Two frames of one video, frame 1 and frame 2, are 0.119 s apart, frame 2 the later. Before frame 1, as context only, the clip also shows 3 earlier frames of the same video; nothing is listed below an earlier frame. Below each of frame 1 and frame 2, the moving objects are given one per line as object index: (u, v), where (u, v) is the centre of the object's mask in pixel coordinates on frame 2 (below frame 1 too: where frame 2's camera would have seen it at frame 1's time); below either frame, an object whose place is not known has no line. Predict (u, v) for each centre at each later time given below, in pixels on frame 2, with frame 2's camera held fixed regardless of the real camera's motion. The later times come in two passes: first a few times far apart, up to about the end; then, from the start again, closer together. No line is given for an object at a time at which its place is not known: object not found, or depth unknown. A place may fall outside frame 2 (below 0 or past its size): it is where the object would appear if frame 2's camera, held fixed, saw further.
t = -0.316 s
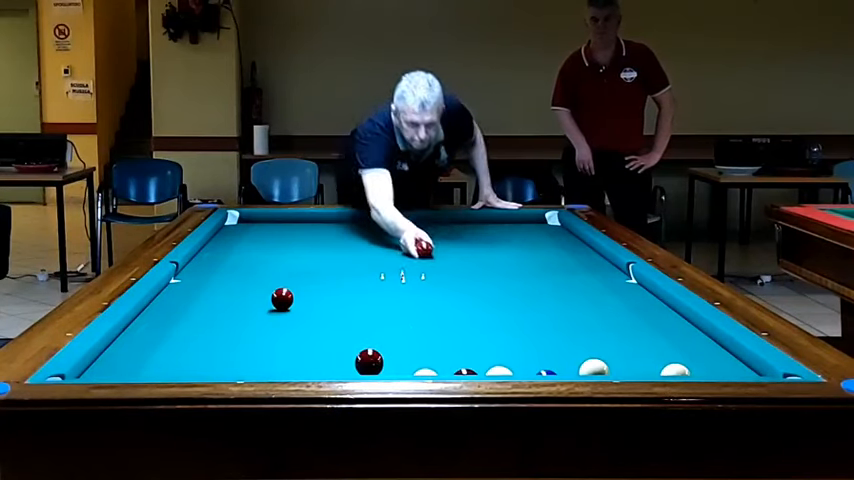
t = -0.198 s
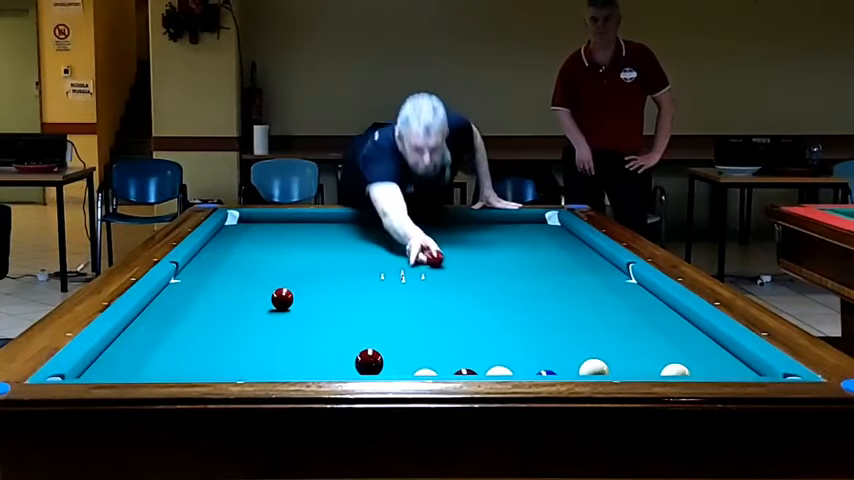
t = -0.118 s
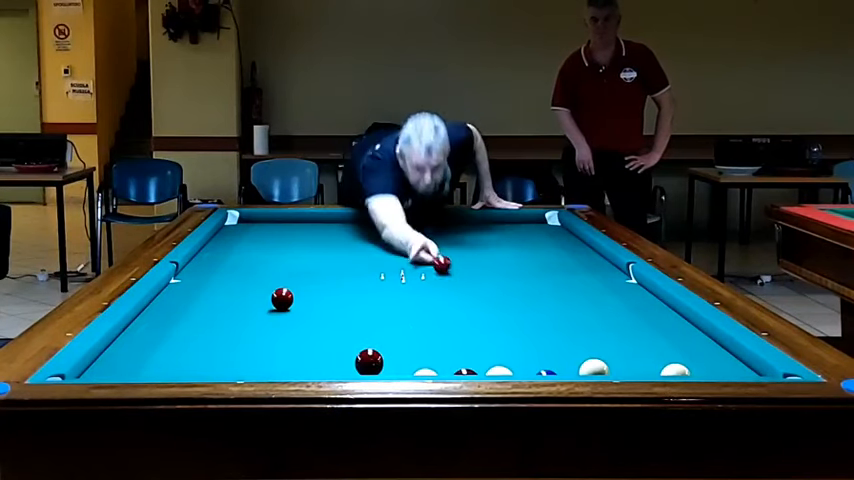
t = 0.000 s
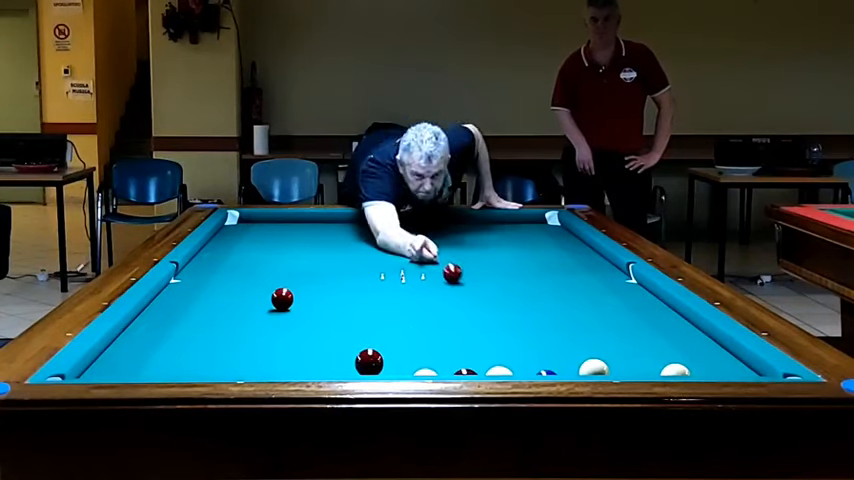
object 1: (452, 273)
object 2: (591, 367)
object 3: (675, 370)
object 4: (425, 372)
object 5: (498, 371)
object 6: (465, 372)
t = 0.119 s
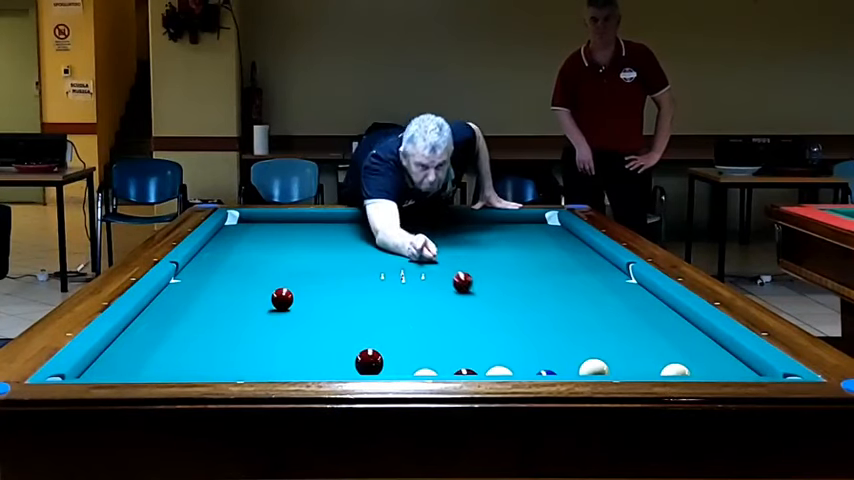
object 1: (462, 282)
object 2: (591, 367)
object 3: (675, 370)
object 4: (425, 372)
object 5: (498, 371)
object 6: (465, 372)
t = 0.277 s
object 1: (477, 294)
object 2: (591, 367)
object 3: (675, 370)
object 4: (425, 373)
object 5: (498, 371)
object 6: (465, 372)
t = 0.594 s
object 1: (512, 324)
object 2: (591, 367)
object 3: (675, 370)
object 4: (425, 373)
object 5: (498, 371)
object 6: (465, 372)
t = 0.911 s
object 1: (557, 360)
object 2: (592, 367)
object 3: (675, 370)
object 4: (425, 372)
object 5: (498, 371)
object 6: (465, 372)
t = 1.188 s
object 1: (560, 368)
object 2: (655, 373)
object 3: (676, 370)
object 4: (425, 373)
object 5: (493, 371)
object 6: (458, 372)
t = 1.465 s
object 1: (578, 370)
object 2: (678, 373)
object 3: (694, 366)
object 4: (398, 372)
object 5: (490, 370)
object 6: (453, 372)
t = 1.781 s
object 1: (598, 372)
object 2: (698, 372)
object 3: (712, 362)
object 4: (370, 373)
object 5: (487, 369)
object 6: (450, 371)
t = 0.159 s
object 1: (466, 285)
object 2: (591, 367)
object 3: (675, 370)
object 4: (425, 373)
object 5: (498, 371)
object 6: (465, 372)
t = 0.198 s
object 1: (469, 288)
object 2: (591, 367)
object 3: (675, 370)
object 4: (425, 373)
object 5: (498, 371)
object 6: (465, 372)
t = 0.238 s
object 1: (473, 291)
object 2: (591, 367)
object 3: (675, 370)
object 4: (425, 373)
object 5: (498, 371)
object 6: (465, 372)
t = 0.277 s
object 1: (477, 294)
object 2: (591, 367)
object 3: (675, 370)
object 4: (425, 373)
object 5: (498, 371)
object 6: (465, 372)
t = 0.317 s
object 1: (481, 298)
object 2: (591, 367)
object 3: (675, 370)
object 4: (425, 373)
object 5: (498, 371)
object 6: (465, 372)
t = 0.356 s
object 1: (485, 301)
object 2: (591, 367)
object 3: (675, 370)
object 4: (425, 373)
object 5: (498, 371)
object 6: (465, 372)
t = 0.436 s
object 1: (493, 308)
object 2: (591, 367)
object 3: (675, 370)
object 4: (425, 373)
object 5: (498, 371)
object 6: (465, 372)
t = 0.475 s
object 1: (498, 312)
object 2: (591, 367)
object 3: (675, 370)
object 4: (425, 372)
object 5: (499, 371)
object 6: (465, 372)
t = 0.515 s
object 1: (502, 316)
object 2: (591, 367)
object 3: (675, 370)
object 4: (425, 373)
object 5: (498, 371)
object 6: (465, 372)
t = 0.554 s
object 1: (507, 320)
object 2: (591, 367)
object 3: (675, 370)
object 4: (425, 373)
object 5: (498, 371)
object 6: (465, 372)
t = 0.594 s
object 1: (512, 324)
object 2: (591, 367)
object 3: (675, 370)
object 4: (425, 373)
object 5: (498, 371)
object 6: (465, 372)
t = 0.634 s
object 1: (517, 328)
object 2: (591, 367)
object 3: (675, 370)
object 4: (425, 373)
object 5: (499, 371)
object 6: (465, 372)
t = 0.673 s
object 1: (522, 333)
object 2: (591, 367)
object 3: (675, 370)
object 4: (425, 373)
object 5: (499, 371)
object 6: (465, 372)
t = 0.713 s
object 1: (528, 337)
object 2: (591, 367)
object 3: (675, 370)
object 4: (425, 373)
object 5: (499, 371)
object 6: (465, 372)
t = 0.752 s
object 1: (533, 342)
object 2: (591, 367)
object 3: (675, 370)
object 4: (425, 373)
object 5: (499, 371)
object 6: (465, 372)
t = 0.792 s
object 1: (539, 347)
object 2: (591, 367)
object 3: (675, 370)
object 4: (425, 373)
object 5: (498, 371)
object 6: (465, 372)
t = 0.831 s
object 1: (545, 351)
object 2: (592, 367)
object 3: (675, 370)
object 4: (425, 373)
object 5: (498, 371)
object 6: (465, 372)
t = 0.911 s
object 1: (557, 360)
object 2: (592, 367)
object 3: (675, 370)
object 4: (425, 372)
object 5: (498, 371)
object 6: (465, 372)
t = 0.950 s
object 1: (564, 363)
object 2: (592, 367)
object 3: (675, 370)
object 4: (425, 373)
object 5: (498, 371)
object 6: (465, 372)
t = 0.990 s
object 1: (563, 366)
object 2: (601, 368)
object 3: (675, 370)
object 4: (425, 372)
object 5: (498, 371)
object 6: (465, 372)
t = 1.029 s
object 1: (557, 368)
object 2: (615, 369)
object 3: (675, 370)
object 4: (425, 373)
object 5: (498, 371)
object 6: (465, 372)
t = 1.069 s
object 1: (555, 368)
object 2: (628, 370)
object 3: (675, 370)
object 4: (425, 372)
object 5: (499, 371)
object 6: (465, 372)
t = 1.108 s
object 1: (554, 368)
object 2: (639, 371)
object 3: (675, 370)
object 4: (425, 373)
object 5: (498, 371)
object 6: (465, 372)
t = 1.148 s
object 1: (557, 368)
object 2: (648, 372)
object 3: (675, 370)
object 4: (425, 373)
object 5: (495, 371)
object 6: (464, 372)
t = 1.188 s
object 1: (560, 368)
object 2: (655, 373)
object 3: (676, 370)
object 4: (425, 373)
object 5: (493, 371)
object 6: (458, 372)
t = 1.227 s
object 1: (563, 369)
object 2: (658, 373)
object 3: (678, 369)
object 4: (422, 372)
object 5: (493, 371)
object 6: (456, 372)
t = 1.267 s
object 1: (566, 369)
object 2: (661, 373)
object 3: (681, 369)
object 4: (417, 372)
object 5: (492, 371)
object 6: (456, 372)
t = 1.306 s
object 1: (568, 369)
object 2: (664, 373)
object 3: (683, 368)
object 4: (413, 372)
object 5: (492, 370)
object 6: (455, 372)
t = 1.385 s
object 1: (574, 370)
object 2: (671, 373)
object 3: (688, 367)
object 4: (405, 372)
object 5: (490, 370)
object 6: (454, 372)
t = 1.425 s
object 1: (576, 370)
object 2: (675, 373)
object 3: (691, 367)
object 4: (402, 372)
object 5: (490, 370)
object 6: (453, 372)
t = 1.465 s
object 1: (578, 370)
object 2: (678, 373)
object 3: (694, 366)
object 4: (398, 372)
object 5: (490, 370)
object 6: (453, 372)
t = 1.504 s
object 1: (581, 370)
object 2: (680, 373)
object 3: (697, 365)
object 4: (395, 372)
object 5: (489, 370)
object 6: (453, 372)
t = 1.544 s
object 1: (583, 371)
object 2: (683, 373)
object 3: (699, 365)
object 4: (391, 372)
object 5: (489, 370)
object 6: (452, 372)
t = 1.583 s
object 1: (586, 371)
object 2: (686, 373)
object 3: (701, 364)
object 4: (388, 372)
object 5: (489, 369)
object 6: (452, 372)
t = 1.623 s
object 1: (588, 371)
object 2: (688, 373)
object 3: (703, 364)
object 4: (384, 373)
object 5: (488, 369)
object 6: (451, 372)
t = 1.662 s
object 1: (591, 371)
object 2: (690, 373)
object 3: (705, 363)
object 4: (380, 373)
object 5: (488, 369)
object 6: (451, 372)
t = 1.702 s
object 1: (593, 372)
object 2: (693, 373)
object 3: (708, 363)
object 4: (377, 373)
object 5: (487, 369)
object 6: (451, 372)
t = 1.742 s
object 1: (595, 372)
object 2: (695, 373)
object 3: (710, 362)
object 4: (373, 373)
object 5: (487, 369)
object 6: (450, 372)
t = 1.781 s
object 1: (598, 372)
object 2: (698, 372)
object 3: (712, 362)
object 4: (370, 373)
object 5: (487, 369)
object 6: (450, 371)
